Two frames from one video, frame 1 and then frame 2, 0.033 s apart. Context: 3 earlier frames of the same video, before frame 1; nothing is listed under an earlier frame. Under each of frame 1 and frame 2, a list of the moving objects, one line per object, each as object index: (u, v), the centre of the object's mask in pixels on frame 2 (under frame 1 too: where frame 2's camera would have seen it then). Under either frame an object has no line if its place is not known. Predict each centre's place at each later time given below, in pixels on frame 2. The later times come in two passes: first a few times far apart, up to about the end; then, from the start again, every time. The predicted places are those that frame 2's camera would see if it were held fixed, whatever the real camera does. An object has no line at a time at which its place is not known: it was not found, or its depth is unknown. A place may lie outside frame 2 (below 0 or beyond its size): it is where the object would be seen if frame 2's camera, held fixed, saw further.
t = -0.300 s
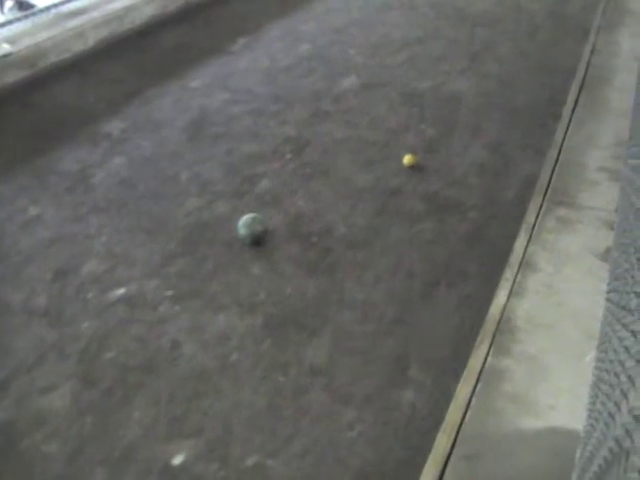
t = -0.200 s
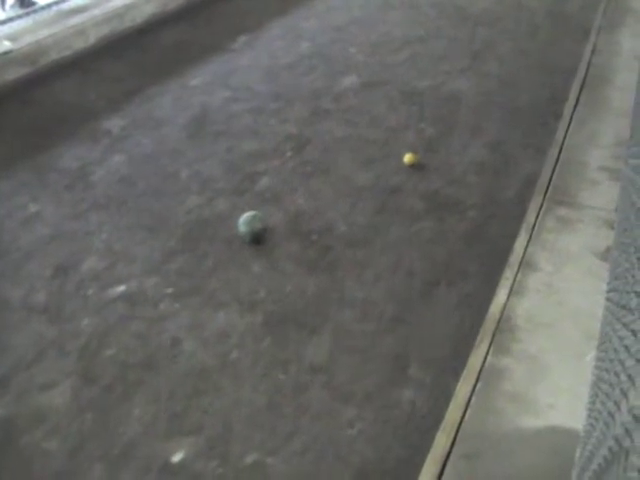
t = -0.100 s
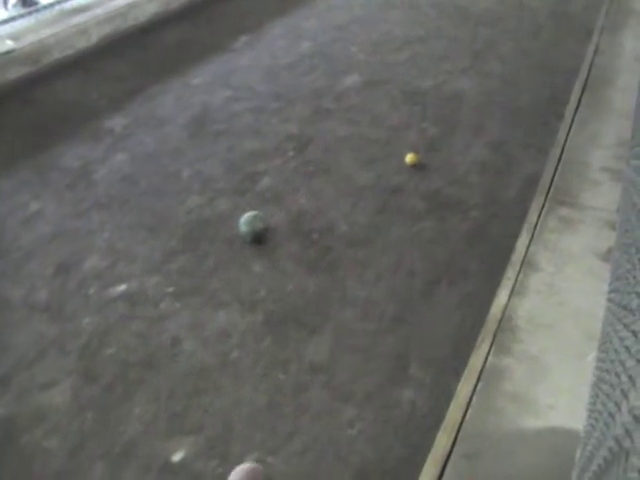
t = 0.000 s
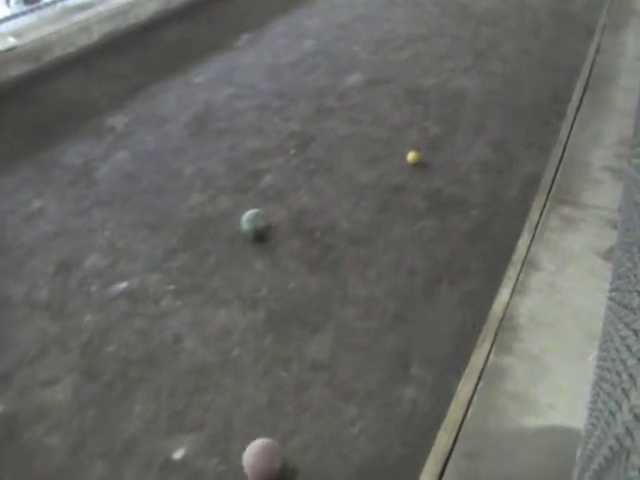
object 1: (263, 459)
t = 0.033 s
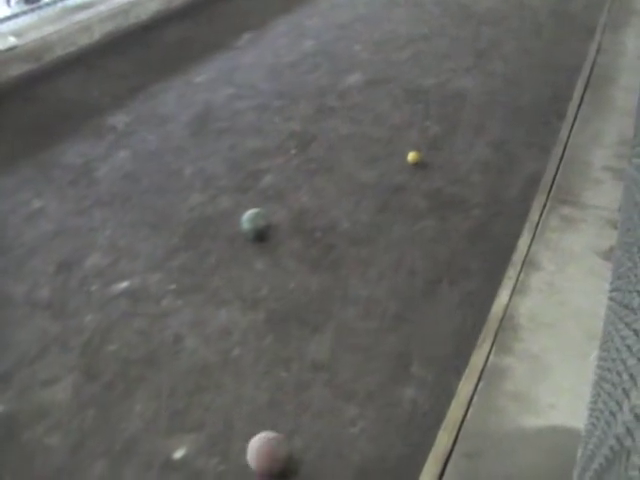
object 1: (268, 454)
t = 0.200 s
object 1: (284, 422)
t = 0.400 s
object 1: (297, 390)
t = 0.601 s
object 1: (304, 363)
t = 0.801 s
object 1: (305, 339)
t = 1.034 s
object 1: (309, 317)
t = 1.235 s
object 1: (311, 300)
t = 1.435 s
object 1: (314, 287)
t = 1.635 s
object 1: (317, 275)
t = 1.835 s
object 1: (317, 267)
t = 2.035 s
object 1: (320, 259)
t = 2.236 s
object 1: (321, 253)
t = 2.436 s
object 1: (323, 248)
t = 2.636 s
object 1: (324, 246)
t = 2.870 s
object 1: (325, 243)
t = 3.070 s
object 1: (325, 241)
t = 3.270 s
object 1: (325, 242)
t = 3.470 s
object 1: (325, 242)
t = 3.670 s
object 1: (326, 242)
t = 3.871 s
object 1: (325, 242)
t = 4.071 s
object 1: (325, 242)
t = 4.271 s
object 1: (325, 242)
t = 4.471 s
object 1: (325, 241)
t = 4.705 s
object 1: (325, 241)
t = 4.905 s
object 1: (325, 242)
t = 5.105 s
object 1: (325, 242)
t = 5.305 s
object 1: (325, 242)
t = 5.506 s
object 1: (325, 242)
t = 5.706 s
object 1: (324, 242)
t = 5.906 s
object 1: (325, 242)
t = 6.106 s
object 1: (324, 242)
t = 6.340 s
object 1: (324, 242)
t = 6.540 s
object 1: (325, 242)
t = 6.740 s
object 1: (325, 243)
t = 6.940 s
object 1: (325, 243)
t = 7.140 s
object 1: (325, 243)
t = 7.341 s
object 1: (325, 243)
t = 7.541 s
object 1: (324, 242)
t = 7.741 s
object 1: (323, 242)
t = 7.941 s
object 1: (323, 243)
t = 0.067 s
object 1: (272, 447)
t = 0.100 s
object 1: (276, 441)
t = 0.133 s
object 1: (278, 434)
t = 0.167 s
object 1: (282, 429)
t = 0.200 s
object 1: (284, 422)
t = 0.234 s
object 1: (288, 417)
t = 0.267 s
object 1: (291, 411)
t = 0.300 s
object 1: (294, 406)
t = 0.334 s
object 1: (296, 400)
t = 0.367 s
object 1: (297, 395)
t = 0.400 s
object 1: (297, 390)
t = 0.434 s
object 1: (299, 385)
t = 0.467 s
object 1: (299, 379)
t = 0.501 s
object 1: (299, 375)
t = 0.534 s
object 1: (302, 371)
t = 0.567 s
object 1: (300, 367)
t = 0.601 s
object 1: (304, 363)
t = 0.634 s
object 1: (305, 359)
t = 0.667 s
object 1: (305, 355)
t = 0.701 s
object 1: (304, 350)
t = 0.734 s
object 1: (304, 346)
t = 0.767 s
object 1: (305, 342)
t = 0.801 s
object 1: (305, 339)
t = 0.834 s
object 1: (306, 335)
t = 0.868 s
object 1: (306, 332)
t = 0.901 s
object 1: (307, 329)
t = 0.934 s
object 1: (307, 326)
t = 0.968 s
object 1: (308, 322)
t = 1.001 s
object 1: (308, 320)
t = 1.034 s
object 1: (309, 317)
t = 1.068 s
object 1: (309, 315)
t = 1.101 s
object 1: (309, 311)
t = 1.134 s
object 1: (310, 309)
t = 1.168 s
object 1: (311, 306)
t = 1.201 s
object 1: (310, 303)
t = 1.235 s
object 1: (311, 300)
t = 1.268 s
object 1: (312, 298)
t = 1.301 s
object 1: (313, 296)
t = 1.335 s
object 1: (313, 294)
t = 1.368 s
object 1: (313, 291)
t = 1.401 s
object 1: (313, 289)
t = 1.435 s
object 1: (314, 287)
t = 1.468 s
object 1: (314, 286)
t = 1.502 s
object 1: (315, 283)
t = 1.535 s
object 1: (316, 282)
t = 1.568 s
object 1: (316, 279)
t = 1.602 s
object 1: (316, 278)
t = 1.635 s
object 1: (317, 275)
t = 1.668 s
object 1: (317, 274)
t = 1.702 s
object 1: (317, 272)
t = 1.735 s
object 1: (317, 271)
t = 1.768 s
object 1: (317, 270)
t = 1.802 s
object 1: (317, 269)
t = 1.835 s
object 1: (317, 267)
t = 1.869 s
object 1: (318, 266)
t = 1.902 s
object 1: (318, 264)
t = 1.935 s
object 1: (319, 263)
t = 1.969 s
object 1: (318, 262)
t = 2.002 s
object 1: (320, 261)
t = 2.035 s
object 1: (320, 259)
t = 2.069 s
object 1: (320, 258)
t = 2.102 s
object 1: (320, 257)
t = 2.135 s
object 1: (321, 256)
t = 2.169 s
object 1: (320, 254)
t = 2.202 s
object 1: (321, 254)
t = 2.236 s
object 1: (321, 253)
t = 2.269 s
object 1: (321, 252)
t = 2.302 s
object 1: (321, 251)
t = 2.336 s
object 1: (321, 250)
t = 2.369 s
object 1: (321, 249)
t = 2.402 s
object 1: (322, 249)
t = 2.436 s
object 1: (323, 248)
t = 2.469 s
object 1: (323, 247)
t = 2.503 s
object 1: (323, 247)
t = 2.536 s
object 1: (323, 247)
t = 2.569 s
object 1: (324, 246)
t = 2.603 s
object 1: (324, 246)
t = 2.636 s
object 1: (324, 246)
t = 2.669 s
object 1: (325, 245)
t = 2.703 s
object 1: (325, 244)
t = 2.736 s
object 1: (326, 244)
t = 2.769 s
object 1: (325, 244)
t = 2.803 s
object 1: (326, 244)
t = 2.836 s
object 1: (325, 243)
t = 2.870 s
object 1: (325, 243)
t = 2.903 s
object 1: (325, 242)
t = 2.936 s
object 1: (326, 242)
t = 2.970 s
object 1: (325, 241)
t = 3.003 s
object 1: (325, 241)
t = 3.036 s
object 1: (325, 241)
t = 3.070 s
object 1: (325, 241)
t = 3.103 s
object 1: (325, 241)
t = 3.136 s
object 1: (325, 241)
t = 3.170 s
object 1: (325, 241)
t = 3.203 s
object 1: (325, 241)
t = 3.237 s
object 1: (326, 241)
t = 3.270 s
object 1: (325, 242)
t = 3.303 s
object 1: (325, 242)
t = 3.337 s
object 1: (326, 242)
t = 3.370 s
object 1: (325, 242)
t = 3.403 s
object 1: (325, 242)
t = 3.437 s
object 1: (325, 242)
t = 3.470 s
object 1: (325, 242)
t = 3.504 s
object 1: (325, 241)
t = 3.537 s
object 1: (326, 242)
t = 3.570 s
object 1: (325, 242)
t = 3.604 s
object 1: (325, 242)
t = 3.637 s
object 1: (326, 242)
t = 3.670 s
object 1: (326, 242)
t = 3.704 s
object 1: (325, 241)
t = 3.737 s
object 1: (325, 242)
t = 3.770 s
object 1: (325, 242)
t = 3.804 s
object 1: (325, 242)
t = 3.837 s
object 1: (325, 242)
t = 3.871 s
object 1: (325, 242)
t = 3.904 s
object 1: (326, 242)
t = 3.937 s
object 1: (325, 242)
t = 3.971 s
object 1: (326, 241)
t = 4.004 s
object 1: (325, 242)
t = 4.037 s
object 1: (325, 242)
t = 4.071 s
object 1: (325, 242)
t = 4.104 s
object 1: (325, 242)
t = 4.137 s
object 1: (325, 241)
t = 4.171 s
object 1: (325, 241)
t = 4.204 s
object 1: (325, 241)
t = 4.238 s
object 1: (325, 242)
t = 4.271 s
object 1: (325, 242)
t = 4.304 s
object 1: (325, 242)
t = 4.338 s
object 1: (325, 241)
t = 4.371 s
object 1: (325, 242)
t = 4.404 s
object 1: (325, 242)
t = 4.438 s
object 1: (325, 242)
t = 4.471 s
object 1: (325, 241)
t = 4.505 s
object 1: (325, 242)
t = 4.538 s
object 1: (325, 241)
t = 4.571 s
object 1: (325, 241)
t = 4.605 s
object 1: (325, 241)
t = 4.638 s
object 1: (325, 241)
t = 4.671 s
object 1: (325, 241)
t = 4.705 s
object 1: (325, 241)
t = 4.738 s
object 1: (325, 241)
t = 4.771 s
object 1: (324, 241)
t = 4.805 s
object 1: (324, 242)
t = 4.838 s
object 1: (324, 241)
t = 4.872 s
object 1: (325, 241)
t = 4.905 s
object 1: (325, 242)
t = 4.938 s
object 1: (324, 242)
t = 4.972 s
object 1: (325, 242)
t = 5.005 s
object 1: (325, 242)
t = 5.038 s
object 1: (325, 242)
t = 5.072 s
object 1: (325, 242)
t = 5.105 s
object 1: (325, 242)
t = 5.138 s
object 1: (326, 242)
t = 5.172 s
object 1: (325, 242)
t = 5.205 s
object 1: (324, 242)
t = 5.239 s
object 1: (325, 242)
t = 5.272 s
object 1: (324, 242)
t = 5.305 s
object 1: (325, 242)
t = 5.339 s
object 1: (325, 242)
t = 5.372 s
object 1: (325, 242)
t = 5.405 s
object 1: (324, 242)
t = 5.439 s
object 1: (325, 242)
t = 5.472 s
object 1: (324, 242)
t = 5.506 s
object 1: (325, 242)
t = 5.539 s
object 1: (324, 242)
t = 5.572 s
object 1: (325, 242)
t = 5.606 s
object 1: (324, 242)
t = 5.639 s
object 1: (324, 242)
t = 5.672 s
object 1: (324, 242)
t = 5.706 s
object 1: (324, 242)
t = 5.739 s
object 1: (324, 242)
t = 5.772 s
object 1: (324, 242)
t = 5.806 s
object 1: (324, 242)
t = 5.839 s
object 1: (325, 242)
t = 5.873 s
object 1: (325, 242)
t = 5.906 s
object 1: (325, 242)
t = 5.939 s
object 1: (325, 242)
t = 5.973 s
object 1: (325, 242)
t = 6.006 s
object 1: (325, 242)
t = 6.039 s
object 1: (325, 242)
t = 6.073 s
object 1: (324, 242)
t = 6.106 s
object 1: (324, 242)
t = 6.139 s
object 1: (325, 242)
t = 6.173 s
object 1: (324, 242)
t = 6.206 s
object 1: (324, 242)
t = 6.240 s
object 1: (324, 242)
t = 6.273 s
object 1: (324, 242)
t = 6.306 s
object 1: (324, 242)
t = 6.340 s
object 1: (324, 242)
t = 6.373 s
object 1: (324, 242)
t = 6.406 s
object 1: (324, 242)
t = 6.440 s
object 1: (324, 242)
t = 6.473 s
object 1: (324, 242)
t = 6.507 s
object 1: (324, 242)
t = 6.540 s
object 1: (325, 242)
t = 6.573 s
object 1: (325, 242)
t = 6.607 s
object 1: (325, 242)
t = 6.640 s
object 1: (325, 243)
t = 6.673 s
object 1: (325, 242)
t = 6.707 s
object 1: (324, 242)
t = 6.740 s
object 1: (325, 243)
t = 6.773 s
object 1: (325, 243)
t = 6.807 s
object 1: (325, 243)
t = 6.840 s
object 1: (325, 243)
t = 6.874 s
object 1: (325, 243)
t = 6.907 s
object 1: (325, 243)
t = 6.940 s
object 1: (325, 243)
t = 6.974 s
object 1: (325, 243)
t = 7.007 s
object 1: (325, 243)
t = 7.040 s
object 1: (326, 243)
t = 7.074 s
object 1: (326, 243)
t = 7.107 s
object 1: (326, 243)
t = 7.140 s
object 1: (325, 243)
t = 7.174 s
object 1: (325, 243)
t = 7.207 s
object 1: (325, 243)
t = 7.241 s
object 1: (325, 243)
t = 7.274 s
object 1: (325, 243)
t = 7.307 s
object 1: (325, 243)
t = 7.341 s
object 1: (325, 243)
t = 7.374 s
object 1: (325, 243)
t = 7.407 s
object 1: (326, 242)
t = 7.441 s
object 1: (326, 242)
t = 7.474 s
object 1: (325, 242)
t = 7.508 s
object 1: (325, 242)
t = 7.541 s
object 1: (324, 242)
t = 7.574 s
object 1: (325, 242)
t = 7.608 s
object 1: (325, 243)
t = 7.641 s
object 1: (324, 242)
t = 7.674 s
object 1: (325, 242)
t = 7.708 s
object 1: (324, 242)
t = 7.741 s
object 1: (323, 242)
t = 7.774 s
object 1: (324, 242)
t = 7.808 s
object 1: (324, 243)
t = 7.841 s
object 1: (325, 243)
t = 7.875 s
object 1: (324, 243)
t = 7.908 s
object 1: (323, 243)
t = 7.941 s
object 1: (323, 243)
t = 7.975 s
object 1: (322, 244)
